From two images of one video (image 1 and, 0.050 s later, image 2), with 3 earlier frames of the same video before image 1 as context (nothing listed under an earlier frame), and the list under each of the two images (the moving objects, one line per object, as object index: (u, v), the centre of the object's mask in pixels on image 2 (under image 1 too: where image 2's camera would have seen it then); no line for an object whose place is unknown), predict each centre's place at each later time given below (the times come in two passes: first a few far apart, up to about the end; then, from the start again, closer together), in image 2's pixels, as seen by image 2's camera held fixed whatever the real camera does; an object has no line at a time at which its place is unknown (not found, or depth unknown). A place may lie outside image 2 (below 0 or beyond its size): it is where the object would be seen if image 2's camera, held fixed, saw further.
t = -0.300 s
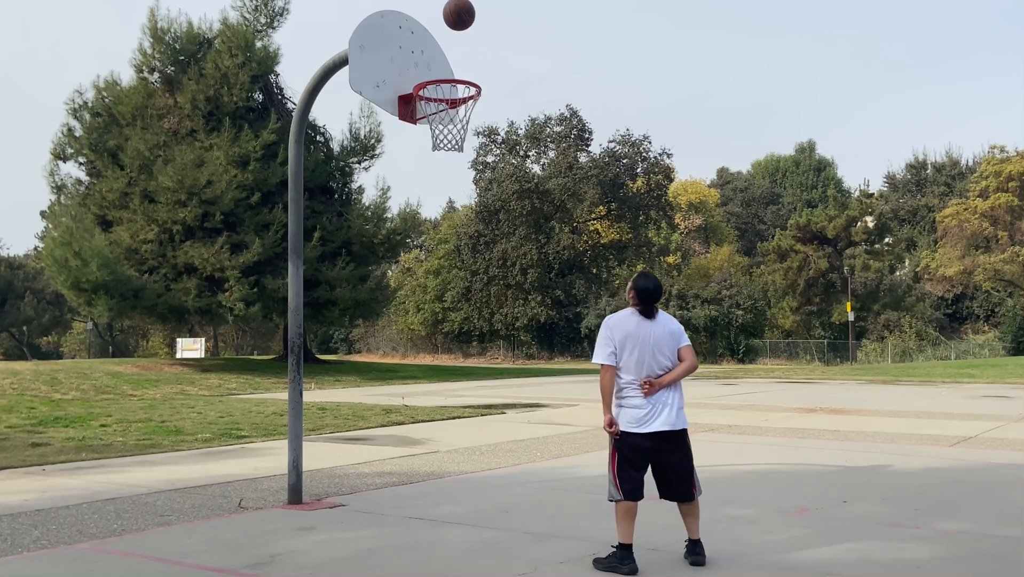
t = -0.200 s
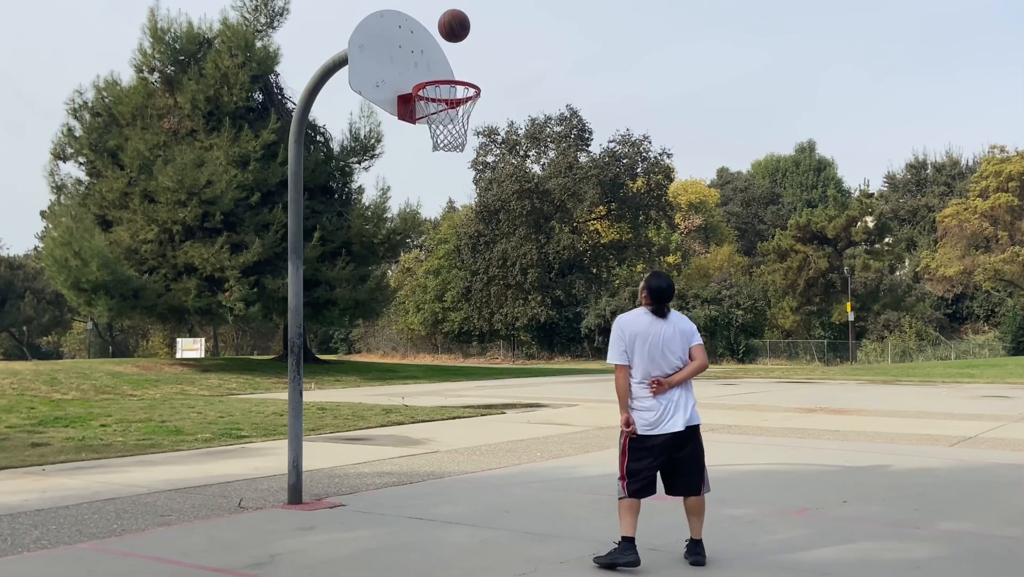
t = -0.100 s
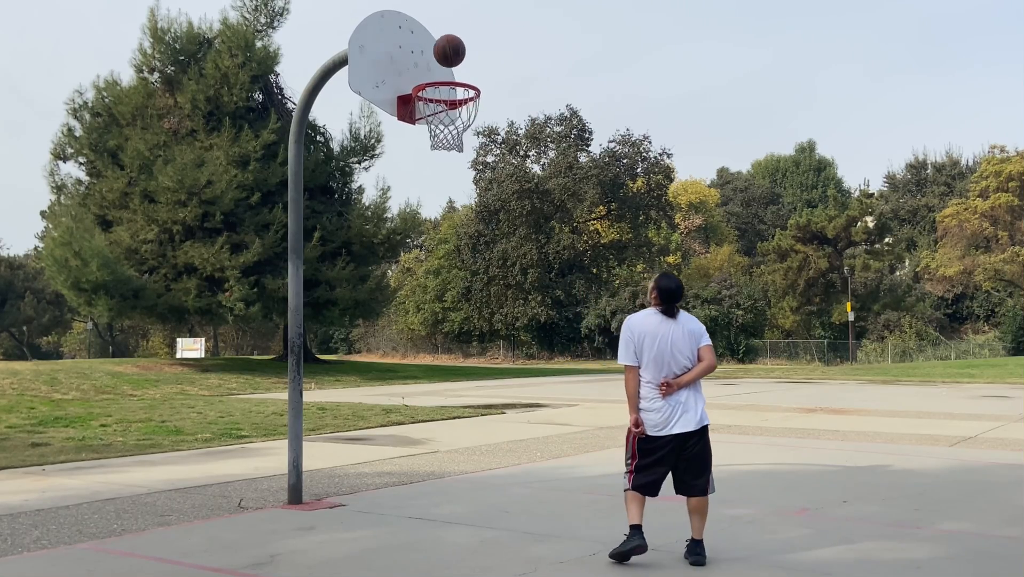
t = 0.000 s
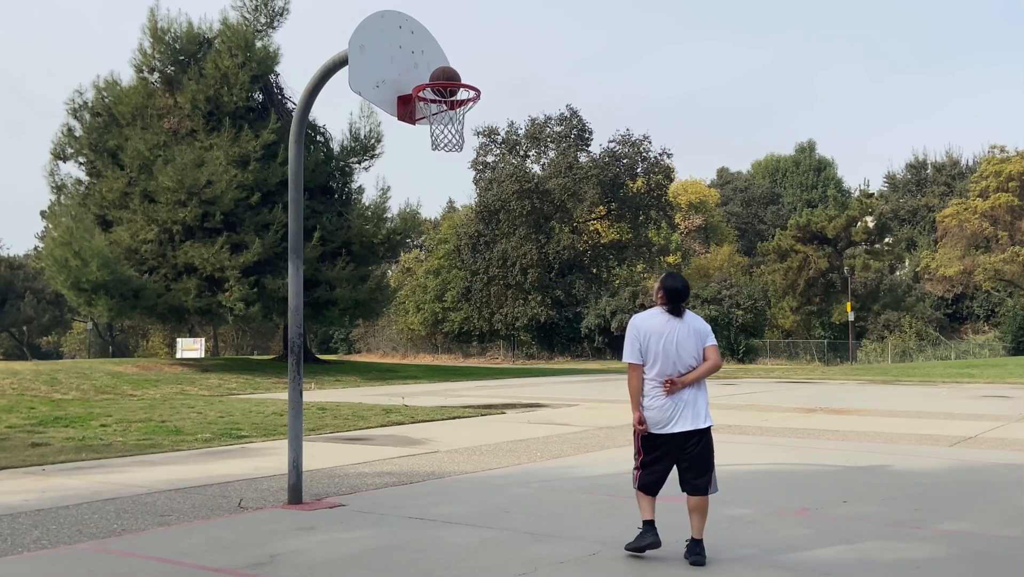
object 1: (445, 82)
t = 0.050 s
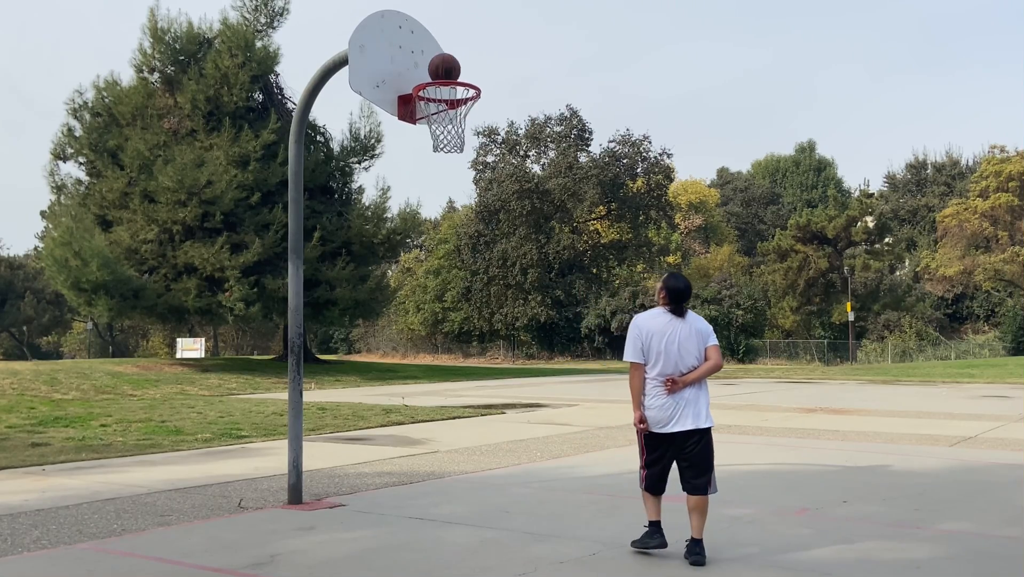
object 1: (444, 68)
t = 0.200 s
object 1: (442, 50)
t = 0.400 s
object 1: (438, 67)
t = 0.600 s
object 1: (444, 50)
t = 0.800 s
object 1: (449, 74)
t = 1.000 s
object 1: (449, 140)
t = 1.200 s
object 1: (444, 223)
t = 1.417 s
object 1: (438, 372)
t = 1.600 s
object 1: (434, 488)
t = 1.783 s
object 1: (425, 366)
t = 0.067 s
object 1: (444, 65)
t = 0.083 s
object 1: (444, 62)
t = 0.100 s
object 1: (443, 60)
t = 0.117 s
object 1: (443, 57)
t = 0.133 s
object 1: (443, 55)
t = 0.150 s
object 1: (442, 53)
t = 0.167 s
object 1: (442, 52)
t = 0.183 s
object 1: (442, 50)
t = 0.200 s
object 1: (442, 50)
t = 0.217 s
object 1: (441, 49)
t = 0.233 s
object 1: (441, 49)
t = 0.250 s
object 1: (441, 49)
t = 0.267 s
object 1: (440, 50)
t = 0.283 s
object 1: (440, 51)
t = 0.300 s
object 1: (440, 53)
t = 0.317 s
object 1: (439, 55)
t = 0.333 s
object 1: (439, 57)
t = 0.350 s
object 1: (439, 60)
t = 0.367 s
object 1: (438, 63)
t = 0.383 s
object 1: (438, 66)
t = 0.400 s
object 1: (438, 67)
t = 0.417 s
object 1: (439, 64)
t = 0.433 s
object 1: (439, 61)
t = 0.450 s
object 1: (439, 58)
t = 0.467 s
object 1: (440, 55)
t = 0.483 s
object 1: (440, 54)
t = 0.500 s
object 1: (441, 52)
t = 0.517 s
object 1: (441, 50)
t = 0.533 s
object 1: (442, 50)
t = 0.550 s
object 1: (442, 49)
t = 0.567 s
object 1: (443, 49)
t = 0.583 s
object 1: (443, 49)
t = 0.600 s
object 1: (444, 50)
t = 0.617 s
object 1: (444, 51)
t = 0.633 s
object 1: (445, 52)
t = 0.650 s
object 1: (445, 54)
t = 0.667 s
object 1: (446, 56)
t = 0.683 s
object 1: (446, 59)
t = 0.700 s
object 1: (447, 62)
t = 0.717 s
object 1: (447, 64)
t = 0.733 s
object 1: (448, 66)
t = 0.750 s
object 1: (448, 69)
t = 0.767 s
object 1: (449, 71)
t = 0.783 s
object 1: (448, 73)
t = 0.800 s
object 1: (449, 74)
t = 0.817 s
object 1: (448, 85)
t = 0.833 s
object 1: (449, 89)
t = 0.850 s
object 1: (449, 95)
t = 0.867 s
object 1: (449, 98)
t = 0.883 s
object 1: (449, 101)
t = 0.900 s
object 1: (449, 105)
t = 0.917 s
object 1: (449, 110)
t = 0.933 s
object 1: (449, 116)
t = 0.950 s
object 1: (449, 122)
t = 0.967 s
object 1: (449, 128)
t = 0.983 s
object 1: (449, 135)
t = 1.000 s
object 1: (449, 140)
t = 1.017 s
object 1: (448, 145)
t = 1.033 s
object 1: (448, 152)
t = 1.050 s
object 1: (448, 157)
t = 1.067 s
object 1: (448, 163)
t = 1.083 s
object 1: (447, 169)
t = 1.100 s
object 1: (447, 176)
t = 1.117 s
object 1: (446, 183)
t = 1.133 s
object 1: (446, 190)
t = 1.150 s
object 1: (445, 198)
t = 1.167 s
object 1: (445, 206)
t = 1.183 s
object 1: (445, 215)
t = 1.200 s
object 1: (444, 223)
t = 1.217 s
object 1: (444, 233)
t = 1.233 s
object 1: (443, 243)
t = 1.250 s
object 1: (443, 253)
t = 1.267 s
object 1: (442, 263)
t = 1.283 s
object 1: (442, 273)
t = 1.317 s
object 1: (442, 296)
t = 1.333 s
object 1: (441, 308)
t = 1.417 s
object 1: (438, 372)
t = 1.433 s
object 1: (438, 386)
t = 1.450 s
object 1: (438, 400)
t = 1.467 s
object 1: (437, 415)
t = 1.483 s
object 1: (436, 430)
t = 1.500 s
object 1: (436, 446)
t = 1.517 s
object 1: (436, 462)
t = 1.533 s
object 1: (435, 478)
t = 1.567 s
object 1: (435, 495)
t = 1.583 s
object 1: (434, 501)
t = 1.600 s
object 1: (434, 488)
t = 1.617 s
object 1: (433, 474)
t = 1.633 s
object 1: (432, 462)
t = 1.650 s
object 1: (431, 449)
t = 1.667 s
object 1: (430, 438)
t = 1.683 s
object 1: (429, 426)
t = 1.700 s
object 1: (429, 415)
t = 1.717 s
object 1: (428, 404)
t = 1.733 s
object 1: (427, 394)
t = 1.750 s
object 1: (426, 384)
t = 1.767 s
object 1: (425, 375)
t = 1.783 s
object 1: (425, 366)
